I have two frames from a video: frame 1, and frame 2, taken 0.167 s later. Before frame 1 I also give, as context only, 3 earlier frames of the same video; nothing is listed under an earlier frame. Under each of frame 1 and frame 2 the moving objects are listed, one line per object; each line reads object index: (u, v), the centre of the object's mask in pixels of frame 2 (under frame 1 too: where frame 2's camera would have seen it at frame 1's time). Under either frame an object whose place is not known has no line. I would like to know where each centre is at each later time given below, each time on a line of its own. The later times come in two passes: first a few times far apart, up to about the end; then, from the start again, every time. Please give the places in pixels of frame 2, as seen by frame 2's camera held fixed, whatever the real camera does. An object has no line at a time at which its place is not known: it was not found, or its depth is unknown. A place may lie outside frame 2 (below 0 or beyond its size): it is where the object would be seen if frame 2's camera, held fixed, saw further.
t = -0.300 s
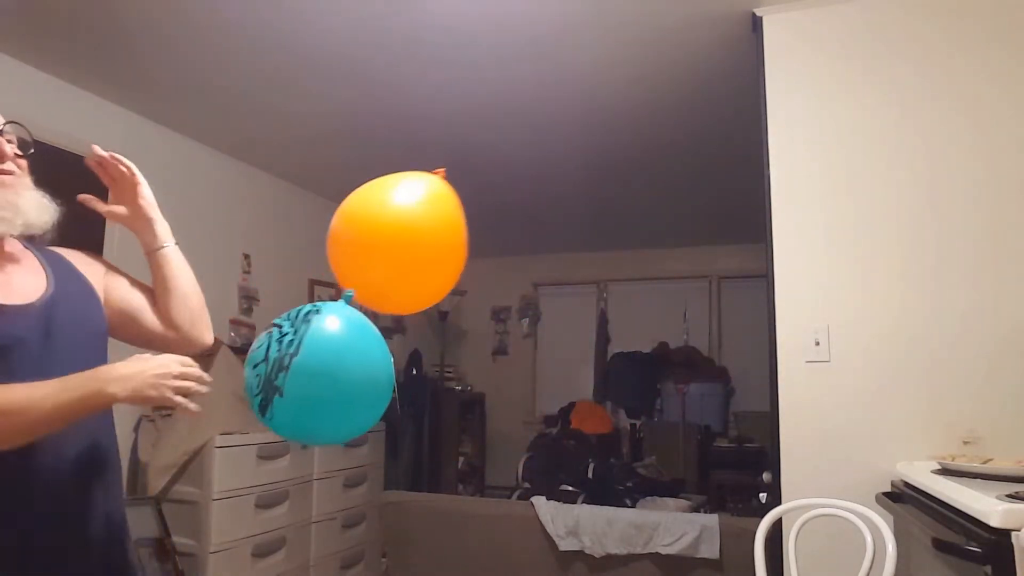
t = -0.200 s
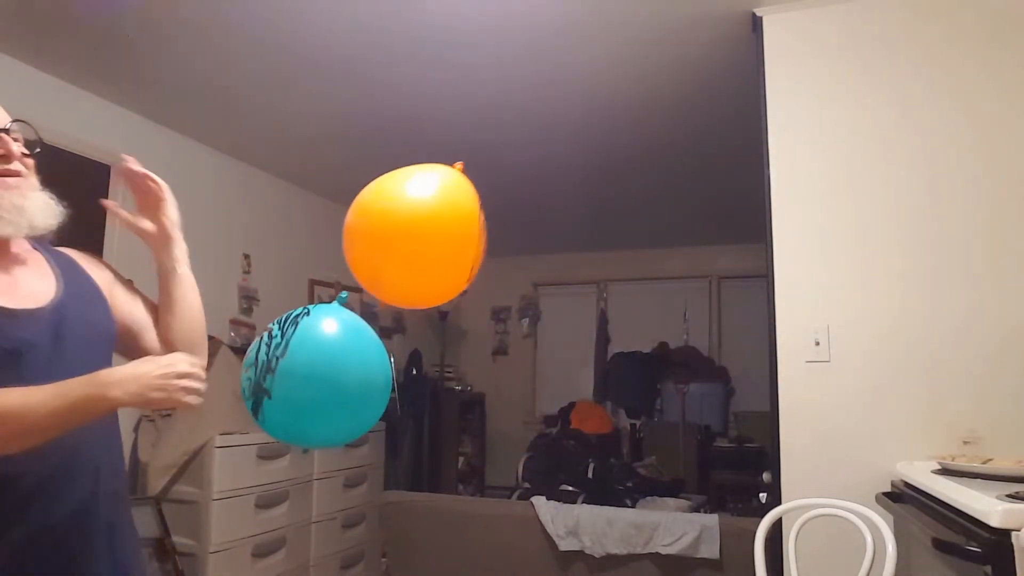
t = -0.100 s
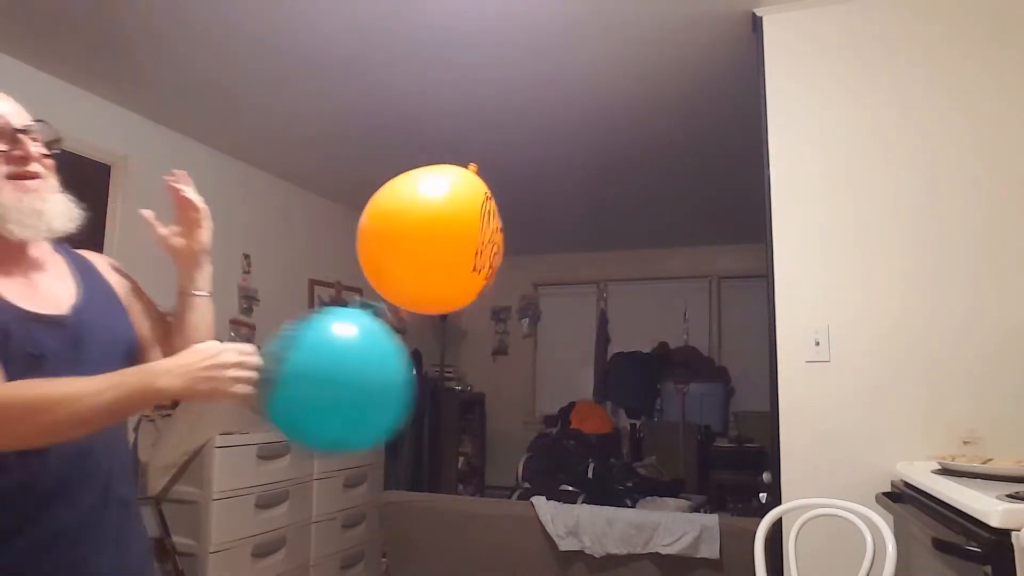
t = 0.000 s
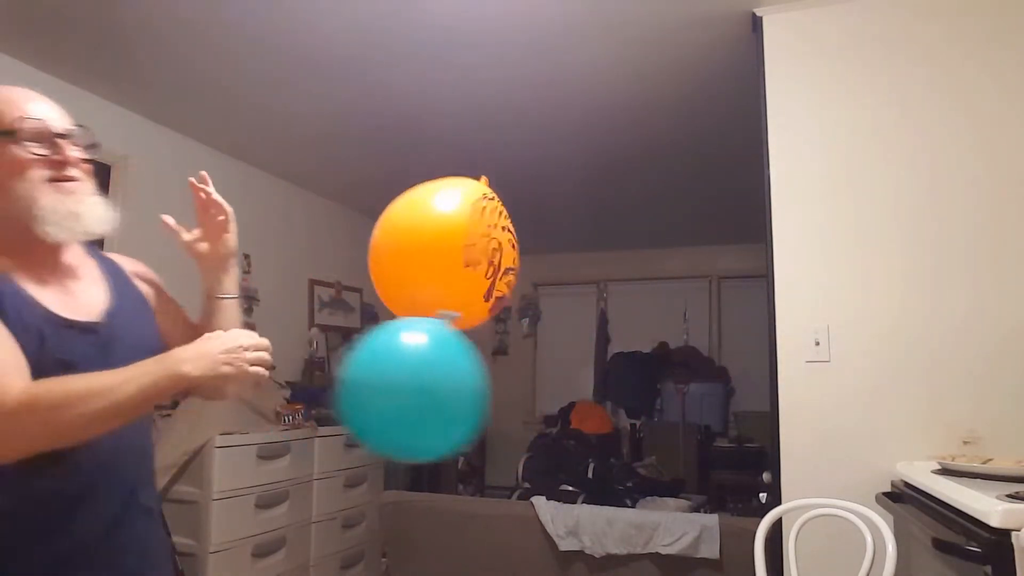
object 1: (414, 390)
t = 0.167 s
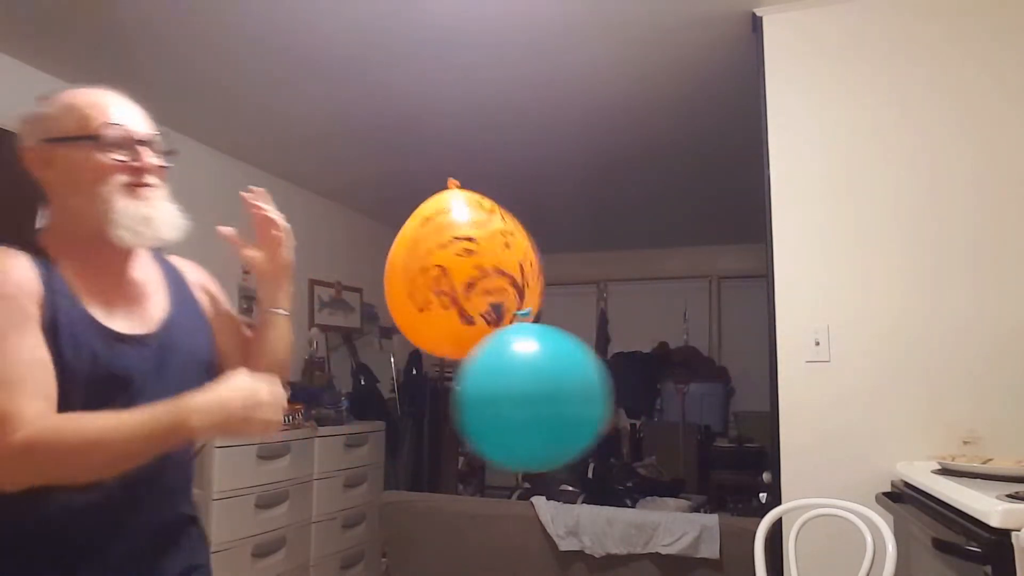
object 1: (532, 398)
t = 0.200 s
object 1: (554, 396)
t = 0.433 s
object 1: (695, 366)
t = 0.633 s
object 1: (769, 339)
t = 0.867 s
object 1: (805, 317)
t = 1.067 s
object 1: (780, 326)
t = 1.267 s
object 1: (720, 356)
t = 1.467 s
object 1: (632, 378)
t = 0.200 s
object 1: (554, 396)
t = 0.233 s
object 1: (576, 392)
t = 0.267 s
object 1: (599, 389)
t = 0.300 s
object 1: (620, 385)
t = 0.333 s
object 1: (641, 381)
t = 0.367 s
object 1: (661, 376)
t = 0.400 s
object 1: (679, 372)
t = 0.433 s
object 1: (695, 366)
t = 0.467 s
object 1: (709, 361)
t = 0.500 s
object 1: (723, 356)
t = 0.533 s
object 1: (735, 349)
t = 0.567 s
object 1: (747, 344)
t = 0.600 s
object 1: (758, 341)
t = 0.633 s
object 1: (769, 339)
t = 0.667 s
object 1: (778, 337)
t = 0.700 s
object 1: (786, 334)
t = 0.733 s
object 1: (793, 331)
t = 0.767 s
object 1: (799, 329)
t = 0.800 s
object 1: (803, 325)
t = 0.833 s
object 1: (805, 321)
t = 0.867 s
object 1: (805, 317)
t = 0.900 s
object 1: (802, 314)
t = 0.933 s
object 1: (799, 312)
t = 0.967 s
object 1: (795, 312)
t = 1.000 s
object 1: (790, 315)
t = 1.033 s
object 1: (785, 320)
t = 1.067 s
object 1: (780, 326)
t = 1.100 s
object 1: (773, 333)
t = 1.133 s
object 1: (764, 338)
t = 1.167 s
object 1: (755, 344)
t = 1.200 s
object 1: (744, 348)
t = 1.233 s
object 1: (732, 352)
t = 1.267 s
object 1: (720, 356)
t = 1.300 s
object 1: (707, 360)
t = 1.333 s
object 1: (695, 363)
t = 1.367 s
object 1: (681, 367)
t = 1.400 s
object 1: (666, 371)
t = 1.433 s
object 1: (649, 375)
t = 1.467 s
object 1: (632, 378)
